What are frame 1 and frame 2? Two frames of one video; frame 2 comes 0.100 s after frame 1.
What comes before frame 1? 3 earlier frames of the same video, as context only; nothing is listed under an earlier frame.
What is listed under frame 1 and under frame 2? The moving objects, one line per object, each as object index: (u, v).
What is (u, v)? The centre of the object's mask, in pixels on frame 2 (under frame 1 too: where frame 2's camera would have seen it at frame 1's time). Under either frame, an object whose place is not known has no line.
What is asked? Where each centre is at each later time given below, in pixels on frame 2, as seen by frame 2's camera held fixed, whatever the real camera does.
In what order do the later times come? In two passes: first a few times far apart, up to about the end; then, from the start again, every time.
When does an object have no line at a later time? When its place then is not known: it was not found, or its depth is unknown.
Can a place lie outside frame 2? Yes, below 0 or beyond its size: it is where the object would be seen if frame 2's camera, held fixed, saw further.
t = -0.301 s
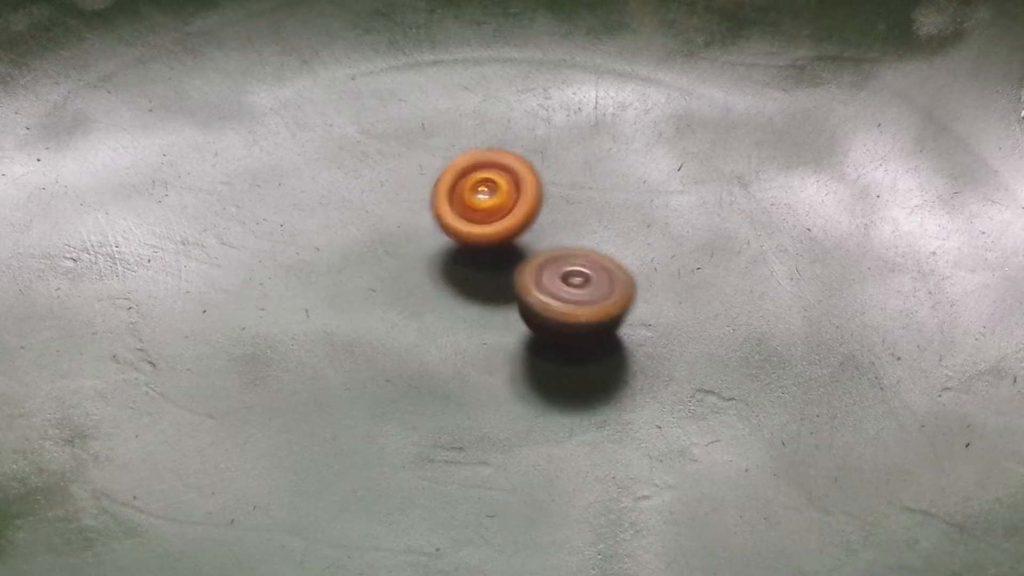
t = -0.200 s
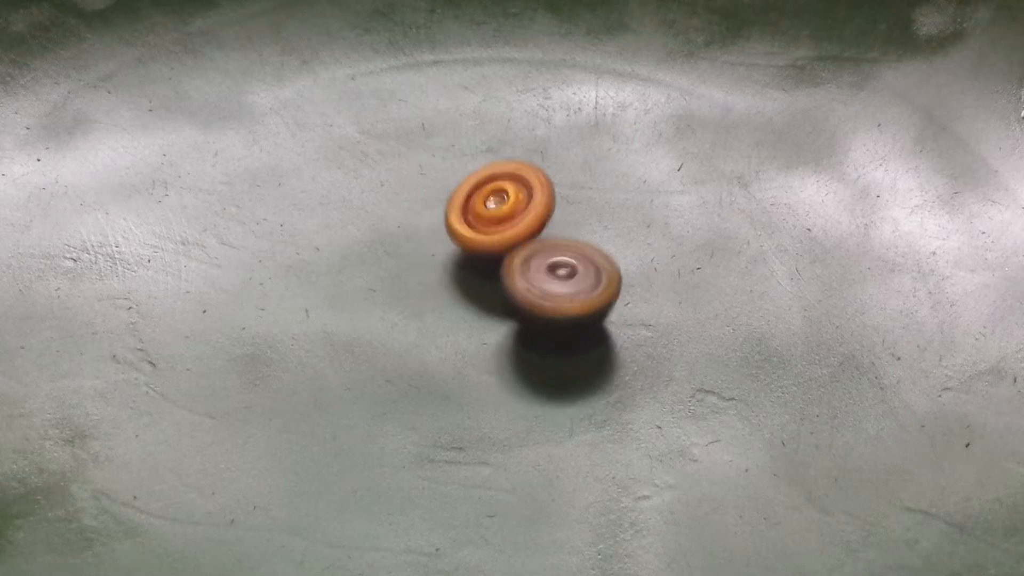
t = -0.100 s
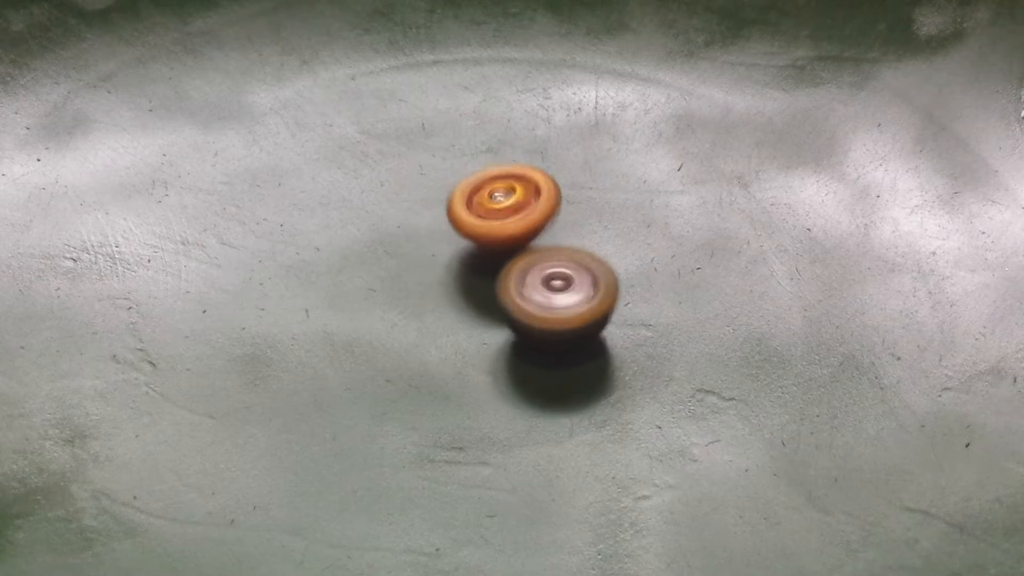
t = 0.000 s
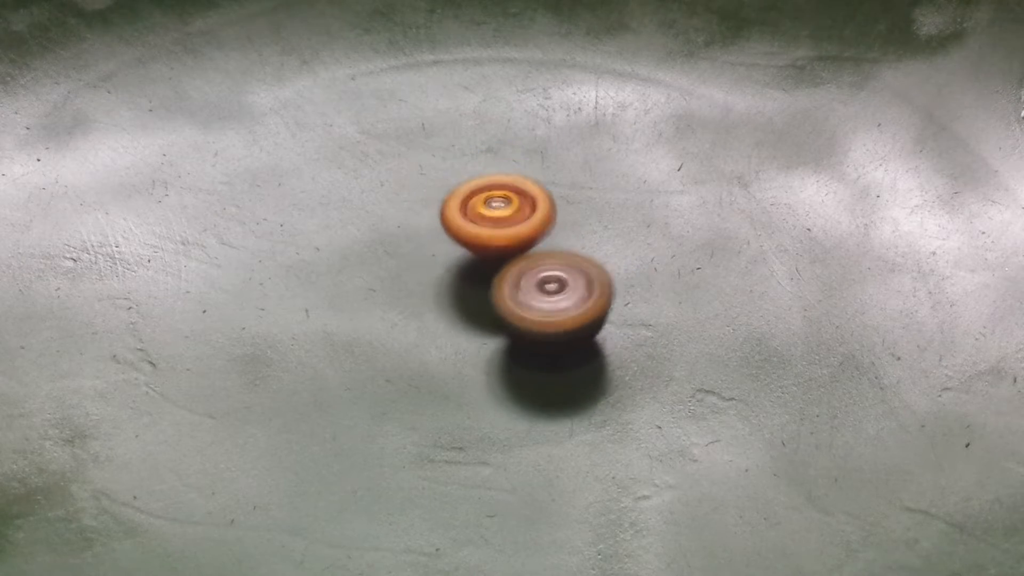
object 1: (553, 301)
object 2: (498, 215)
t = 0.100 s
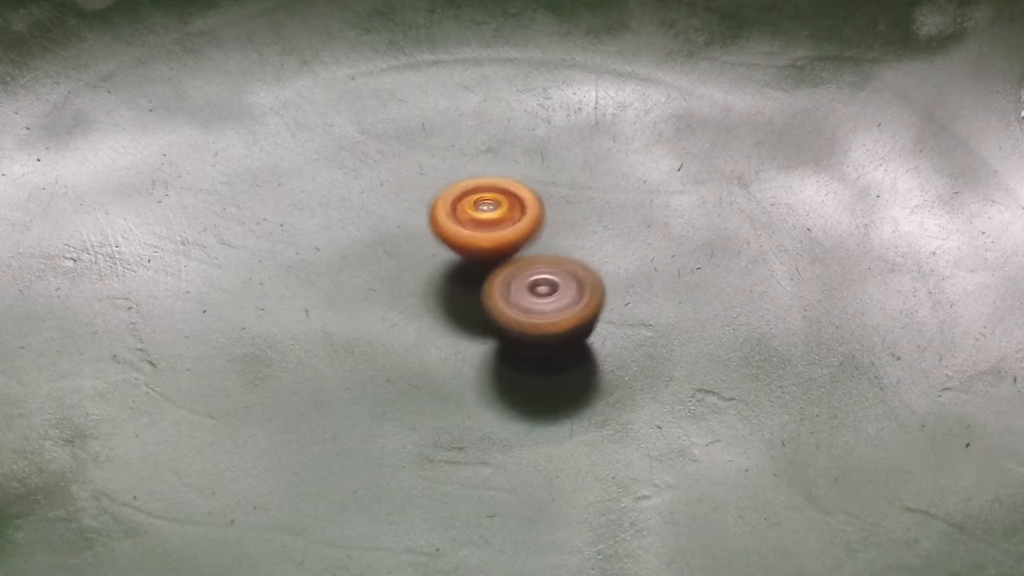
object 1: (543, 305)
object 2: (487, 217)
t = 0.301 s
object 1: (519, 307)
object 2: (469, 218)
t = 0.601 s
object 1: (485, 322)
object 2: (461, 192)
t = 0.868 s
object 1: (459, 316)
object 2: (497, 191)
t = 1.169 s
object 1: (427, 316)
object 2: (522, 213)
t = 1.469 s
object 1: (406, 321)
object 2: (517, 224)
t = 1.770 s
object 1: (436, 311)
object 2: (486, 227)
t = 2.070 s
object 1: (470, 329)
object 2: (486, 224)
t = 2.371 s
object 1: (487, 343)
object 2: (486, 247)
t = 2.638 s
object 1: (492, 358)
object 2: (476, 253)
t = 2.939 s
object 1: (502, 350)
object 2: (471, 254)
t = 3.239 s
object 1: (524, 354)
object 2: (478, 249)
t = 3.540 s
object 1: (537, 355)
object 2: (484, 266)
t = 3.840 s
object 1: (542, 360)
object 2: (487, 265)
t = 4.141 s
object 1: (543, 353)
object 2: (499, 252)
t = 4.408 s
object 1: (544, 342)
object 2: (488, 252)
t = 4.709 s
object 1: (542, 363)
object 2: (518, 203)
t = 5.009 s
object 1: (559, 351)
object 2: (569, 175)
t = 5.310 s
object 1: (557, 344)
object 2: (595, 243)
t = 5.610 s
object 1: (538, 333)
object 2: (636, 275)
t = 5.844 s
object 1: (539, 315)
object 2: (658, 272)
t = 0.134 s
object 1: (540, 305)
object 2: (484, 217)
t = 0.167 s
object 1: (536, 308)
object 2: (480, 218)
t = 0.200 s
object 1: (532, 305)
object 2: (476, 218)
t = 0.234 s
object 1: (528, 308)
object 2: (474, 218)
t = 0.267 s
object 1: (522, 305)
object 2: (472, 217)
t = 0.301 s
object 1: (519, 307)
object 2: (469, 218)
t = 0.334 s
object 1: (516, 303)
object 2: (467, 217)
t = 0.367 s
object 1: (511, 302)
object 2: (466, 216)
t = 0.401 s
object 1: (508, 302)
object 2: (465, 216)
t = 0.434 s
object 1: (504, 307)
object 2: (460, 215)
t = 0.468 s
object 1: (499, 310)
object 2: (459, 210)
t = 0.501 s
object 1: (496, 314)
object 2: (458, 205)
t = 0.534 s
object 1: (491, 318)
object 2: (458, 199)
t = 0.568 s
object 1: (488, 320)
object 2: (460, 196)
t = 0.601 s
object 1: (485, 322)
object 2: (461, 192)
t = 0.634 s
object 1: (482, 322)
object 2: (464, 189)
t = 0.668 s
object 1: (478, 323)
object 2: (468, 186)
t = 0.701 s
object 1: (474, 323)
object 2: (472, 185)
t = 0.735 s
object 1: (472, 323)
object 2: (476, 184)
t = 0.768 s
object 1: (468, 322)
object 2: (483, 185)
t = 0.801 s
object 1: (465, 321)
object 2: (486, 186)
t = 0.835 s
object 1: (461, 319)
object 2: (493, 187)
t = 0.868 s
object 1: (459, 316)
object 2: (497, 191)
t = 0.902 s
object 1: (457, 314)
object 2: (502, 194)
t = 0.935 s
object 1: (454, 312)
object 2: (504, 199)
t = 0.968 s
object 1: (453, 310)
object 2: (507, 202)
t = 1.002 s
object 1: (452, 307)
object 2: (508, 206)
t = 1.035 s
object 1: (451, 304)
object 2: (510, 210)
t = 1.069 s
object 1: (451, 304)
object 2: (509, 215)
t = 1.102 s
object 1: (450, 304)
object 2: (509, 218)
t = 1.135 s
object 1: (438, 309)
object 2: (515, 216)
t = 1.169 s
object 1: (427, 316)
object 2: (522, 213)
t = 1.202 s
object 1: (420, 319)
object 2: (527, 213)
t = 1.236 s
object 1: (416, 319)
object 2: (527, 215)
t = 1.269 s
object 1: (413, 320)
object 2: (526, 217)
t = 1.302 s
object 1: (410, 323)
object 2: (523, 218)
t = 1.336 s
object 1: (409, 324)
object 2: (524, 218)
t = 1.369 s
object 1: (407, 324)
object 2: (522, 220)
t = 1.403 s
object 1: (405, 324)
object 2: (520, 221)
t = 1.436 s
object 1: (404, 321)
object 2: (518, 223)
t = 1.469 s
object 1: (406, 321)
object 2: (517, 224)
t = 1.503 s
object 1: (406, 322)
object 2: (514, 225)
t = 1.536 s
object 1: (409, 319)
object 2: (511, 226)
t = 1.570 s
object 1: (412, 318)
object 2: (509, 227)
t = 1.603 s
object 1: (415, 319)
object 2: (504, 227)
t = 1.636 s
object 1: (418, 316)
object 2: (501, 228)
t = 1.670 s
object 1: (422, 317)
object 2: (496, 228)
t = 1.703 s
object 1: (427, 313)
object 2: (494, 228)
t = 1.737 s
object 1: (431, 312)
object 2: (489, 228)
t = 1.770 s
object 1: (436, 311)
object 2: (486, 227)
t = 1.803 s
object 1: (438, 313)
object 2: (486, 226)
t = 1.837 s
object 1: (442, 313)
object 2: (485, 224)
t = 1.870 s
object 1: (448, 315)
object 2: (483, 224)
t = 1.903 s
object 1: (452, 316)
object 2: (479, 222)
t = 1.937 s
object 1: (457, 321)
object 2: (480, 222)
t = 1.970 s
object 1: (460, 320)
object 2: (483, 223)
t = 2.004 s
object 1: (464, 322)
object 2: (485, 224)
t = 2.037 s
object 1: (467, 324)
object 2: (486, 224)
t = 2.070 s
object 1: (470, 329)
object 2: (486, 224)
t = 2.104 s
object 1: (474, 328)
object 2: (486, 225)
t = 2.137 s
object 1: (476, 330)
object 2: (485, 226)
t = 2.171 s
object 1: (478, 336)
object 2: (490, 228)
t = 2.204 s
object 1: (481, 336)
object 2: (489, 231)
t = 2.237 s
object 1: (483, 337)
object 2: (490, 233)
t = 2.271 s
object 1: (484, 338)
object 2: (491, 236)
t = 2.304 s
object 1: (485, 342)
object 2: (489, 240)
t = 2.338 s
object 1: (486, 344)
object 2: (489, 243)
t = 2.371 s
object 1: (487, 343)
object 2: (486, 247)
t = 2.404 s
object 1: (489, 345)
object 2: (485, 249)
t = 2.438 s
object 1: (490, 350)
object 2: (481, 252)
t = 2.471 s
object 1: (489, 350)
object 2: (483, 252)
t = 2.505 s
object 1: (489, 351)
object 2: (484, 253)
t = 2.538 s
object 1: (491, 353)
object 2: (481, 254)
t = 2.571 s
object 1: (491, 360)
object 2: (478, 255)
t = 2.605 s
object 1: (491, 361)
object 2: (474, 254)
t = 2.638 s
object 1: (492, 358)
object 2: (476, 253)
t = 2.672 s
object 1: (491, 359)
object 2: (475, 254)
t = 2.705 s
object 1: (491, 360)
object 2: (474, 254)
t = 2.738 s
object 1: (493, 360)
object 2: (473, 255)
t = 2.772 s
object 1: (494, 359)
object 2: (469, 254)
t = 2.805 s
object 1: (495, 358)
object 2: (470, 252)
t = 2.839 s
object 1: (496, 356)
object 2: (471, 252)
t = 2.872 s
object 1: (498, 353)
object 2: (474, 253)
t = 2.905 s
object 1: (500, 352)
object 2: (474, 254)
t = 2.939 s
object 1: (502, 350)
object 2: (471, 254)
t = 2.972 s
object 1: (504, 349)
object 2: (471, 254)
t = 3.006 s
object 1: (506, 350)
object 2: (469, 251)
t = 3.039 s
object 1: (509, 350)
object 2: (474, 249)
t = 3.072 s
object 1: (514, 351)
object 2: (475, 249)
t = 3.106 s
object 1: (516, 352)
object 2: (474, 246)
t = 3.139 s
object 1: (518, 352)
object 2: (477, 246)
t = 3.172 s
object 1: (521, 353)
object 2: (477, 246)
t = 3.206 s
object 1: (523, 353)
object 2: (478, 247)
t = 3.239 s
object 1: (524, 354)
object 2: (478, 249)
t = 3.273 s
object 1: (526, 353)
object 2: (480, 248)
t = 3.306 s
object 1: (528, 353)
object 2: (483, 251)
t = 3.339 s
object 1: (530, 353)
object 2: (482, 253)
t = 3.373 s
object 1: (532, 353)
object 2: (483, 255)
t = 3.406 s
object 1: (534, 353)
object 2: (484, 260)
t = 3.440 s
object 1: (536, 352)
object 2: (483, 263)
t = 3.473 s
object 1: (535, 353)
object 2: (483, 265)
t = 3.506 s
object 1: (536, 354)
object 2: (482, 265)
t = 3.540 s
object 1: (537, 355)
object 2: (484, 266)
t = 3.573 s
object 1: (539, 357)
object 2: (484, 265)
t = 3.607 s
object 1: (539, 359)
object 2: (483, 264)
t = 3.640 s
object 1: (540, 359)
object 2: (482, 264)
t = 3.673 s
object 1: (540, 360)
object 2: (480, 264)
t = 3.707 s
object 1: (540, 361)
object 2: (482, 264)
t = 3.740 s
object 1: (539, 361)
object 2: (482, 264)
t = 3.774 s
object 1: (539, 360)
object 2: (482, 262)
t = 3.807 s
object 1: (541, 360)
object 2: (486, 262)
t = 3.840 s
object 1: (542, 360)
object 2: (487, 265)
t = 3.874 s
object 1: (541, 357)
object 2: (486, 265)
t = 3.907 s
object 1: (542, 355)
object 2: (488, 264)
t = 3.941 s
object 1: (542, 355)
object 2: (487, 264)
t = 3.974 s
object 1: (542, 353)
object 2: (488, 262)
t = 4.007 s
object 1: (544, 352)
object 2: (490, 262)
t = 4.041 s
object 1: (544, 354)
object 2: (490, 256)
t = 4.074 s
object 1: (542, 354)
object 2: (494, 252)
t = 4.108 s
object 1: (541, 353)
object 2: (498, 252)
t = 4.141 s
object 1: (543, 353)
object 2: (499, 252)
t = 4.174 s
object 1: (544, 354)
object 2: (498, 255)
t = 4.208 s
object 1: (542, 353)
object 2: (493, 257)
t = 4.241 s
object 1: (543, 352)
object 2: (489, 258)
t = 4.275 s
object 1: (543, 351)
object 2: (486, 257)
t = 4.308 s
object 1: (543, 349)
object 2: (482, 257)
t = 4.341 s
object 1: (542, 348)
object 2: (483, 256)
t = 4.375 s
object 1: (542, 345)
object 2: (486, 253)
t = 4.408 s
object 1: (544, 342)
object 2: (488, 252)
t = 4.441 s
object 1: (544, 341)
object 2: (493, 251)
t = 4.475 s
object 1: (544, 337)
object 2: (500, 251)
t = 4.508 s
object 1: (545, 337)
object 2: (506, 252)
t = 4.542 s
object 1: (544, 345)
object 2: (511, 247)
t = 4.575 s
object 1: (546, 354)
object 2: (515, 242)
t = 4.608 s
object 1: (544, 361)
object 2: (517, 232)
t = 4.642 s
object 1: (540, 362)
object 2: (516, 218)
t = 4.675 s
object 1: (540, 362)
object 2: (519, 213)
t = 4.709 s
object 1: (542, 363)
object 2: (518, 203)
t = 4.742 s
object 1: (545, 361)
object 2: (524, 195)
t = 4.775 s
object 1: (549, 361)
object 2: (527, 187)
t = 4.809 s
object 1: (551, 358)
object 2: (531, 185)
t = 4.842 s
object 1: (553, 358)
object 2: (535, 180)
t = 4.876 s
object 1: (554, 357)
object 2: (541, 176)
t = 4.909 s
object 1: (554, 355)
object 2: (548, 174)
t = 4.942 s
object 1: (555, 354)
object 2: (557, 172)
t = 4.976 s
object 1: (557, 354)
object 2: (565, 173)
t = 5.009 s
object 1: (559, 351)
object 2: (569, 175)
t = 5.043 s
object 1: (560, 350)
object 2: (577, 176)
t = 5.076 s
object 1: (562, 349)
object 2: (587, 178)
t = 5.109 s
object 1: (561, 347)
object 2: (595, 186)
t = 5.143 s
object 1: (559, 347)
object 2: (598, 196)
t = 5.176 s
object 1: (558, 347)
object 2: (599, 207)
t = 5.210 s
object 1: (557, 348)
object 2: (599, 216)
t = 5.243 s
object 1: (555, 348)
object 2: (598, 223)
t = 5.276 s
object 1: (556, 346)
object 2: (596, 231)
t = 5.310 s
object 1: (557, 344)
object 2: (595, 243)
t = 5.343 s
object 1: (558, 350)
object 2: (593, 248)
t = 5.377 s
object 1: (558, 346)
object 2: (595, 256)
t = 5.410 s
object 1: (555, 349)
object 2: (603, 261)
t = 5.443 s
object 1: (550, 349)
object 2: (609, 266)
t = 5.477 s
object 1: (546, 349)
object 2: (615, 271)
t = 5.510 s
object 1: (545, 345)
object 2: (619, 274)
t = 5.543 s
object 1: (543, 342)
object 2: (624, 277)
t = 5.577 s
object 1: (541, 338)
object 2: (630, 277)
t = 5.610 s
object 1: (538, 333)
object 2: (636, 275)
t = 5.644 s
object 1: (537, 330)
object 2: (642, 276)
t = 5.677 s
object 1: (536, 327)
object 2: (647, 276)
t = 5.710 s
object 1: (535, 323)
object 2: (651, 274)
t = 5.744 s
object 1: (535, 320)
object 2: (653, 274)
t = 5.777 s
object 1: (536, 320)
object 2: (655, 273)
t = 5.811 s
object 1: (538, 315)
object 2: (657, 272)
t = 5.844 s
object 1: (539, 315)
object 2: (658, 272)
